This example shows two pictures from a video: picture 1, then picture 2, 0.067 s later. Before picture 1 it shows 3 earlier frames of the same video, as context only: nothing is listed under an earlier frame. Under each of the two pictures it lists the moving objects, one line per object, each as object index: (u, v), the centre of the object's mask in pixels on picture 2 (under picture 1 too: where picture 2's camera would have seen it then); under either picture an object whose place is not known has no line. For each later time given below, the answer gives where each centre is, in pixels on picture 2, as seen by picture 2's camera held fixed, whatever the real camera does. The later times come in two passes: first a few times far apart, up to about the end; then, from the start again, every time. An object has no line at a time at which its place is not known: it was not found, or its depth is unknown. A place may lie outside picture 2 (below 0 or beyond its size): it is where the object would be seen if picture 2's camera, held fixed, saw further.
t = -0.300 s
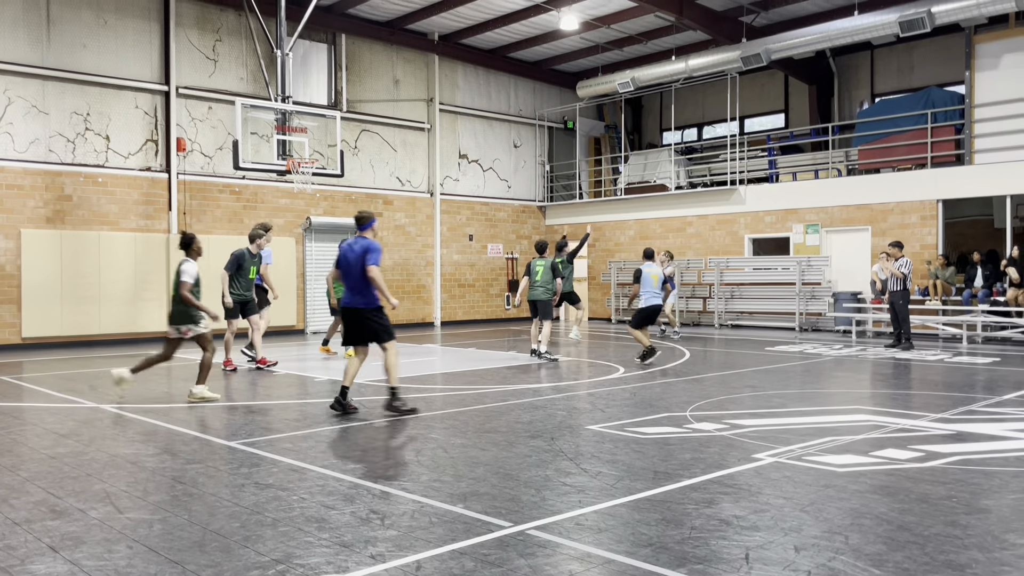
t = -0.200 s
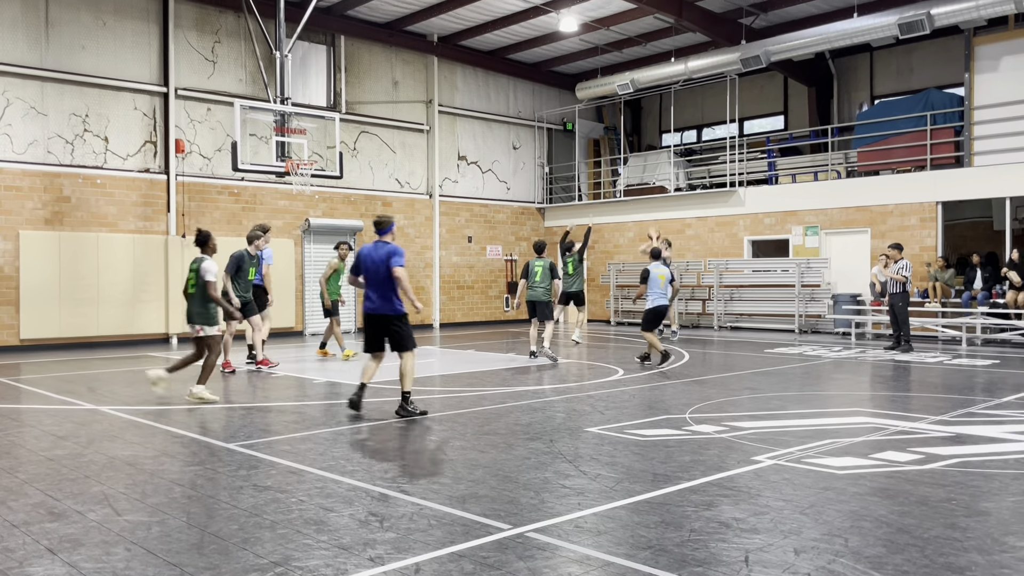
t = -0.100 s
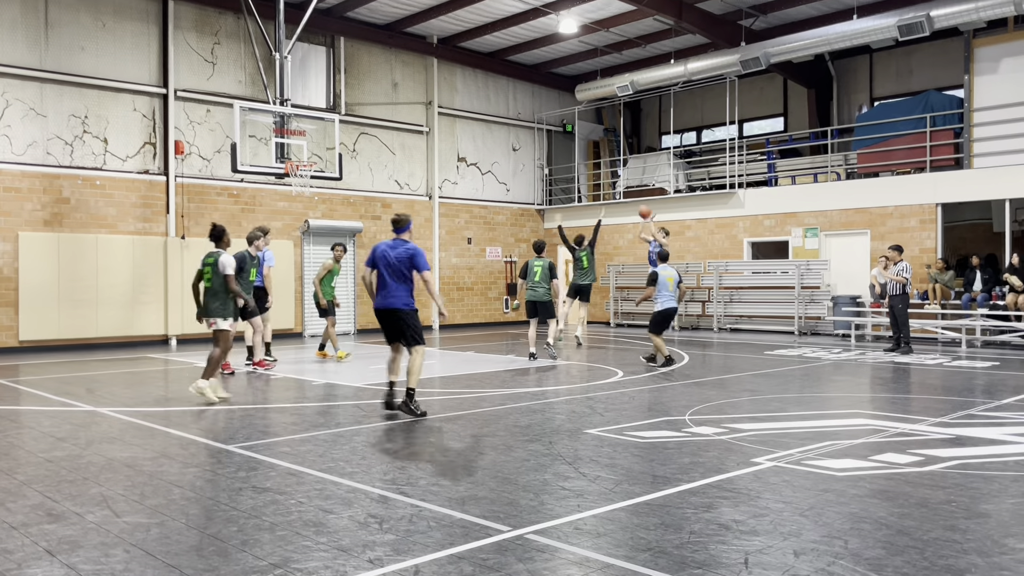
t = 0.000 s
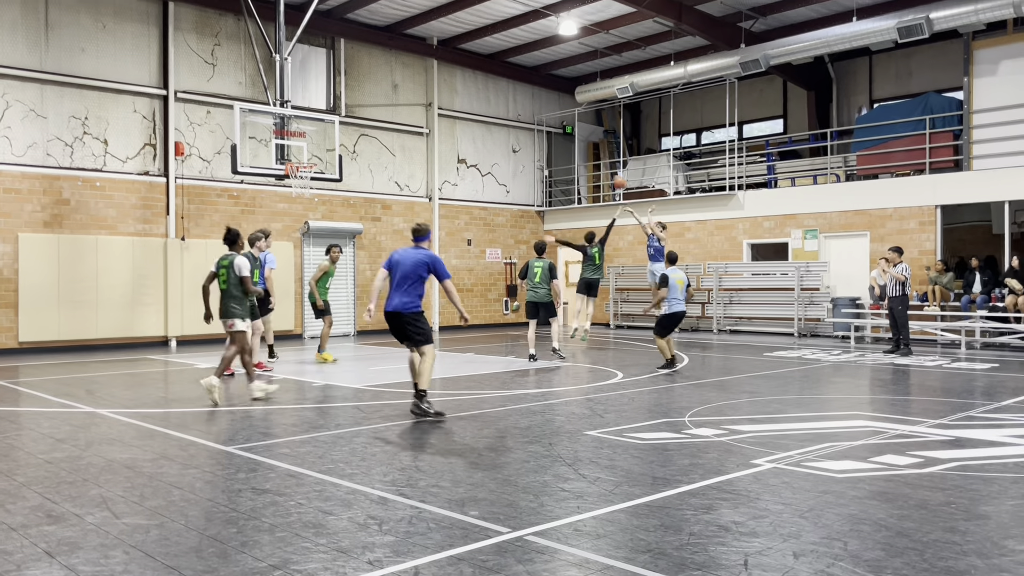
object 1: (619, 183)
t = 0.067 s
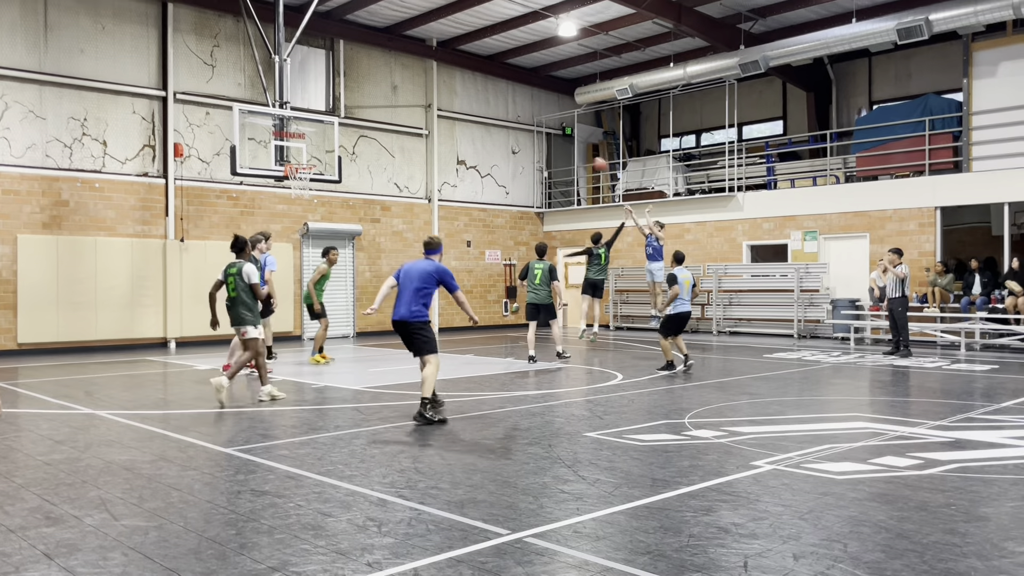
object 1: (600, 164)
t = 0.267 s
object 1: (542, 121)
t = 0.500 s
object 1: (471, 96)
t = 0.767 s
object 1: (388, 103)
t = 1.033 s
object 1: (302, 154)
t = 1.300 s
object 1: (319, 125)
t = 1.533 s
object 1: (351, 116)
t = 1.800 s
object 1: (389, 155)
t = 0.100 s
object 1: (590, 156)
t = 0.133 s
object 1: (581, 148)
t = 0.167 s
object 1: (570, 140)
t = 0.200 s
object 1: (562, 133)
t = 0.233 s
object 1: (552, 126)
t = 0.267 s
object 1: (542, 121)
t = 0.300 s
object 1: (532, 116)
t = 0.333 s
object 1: (522, 111)
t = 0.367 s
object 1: (512, 107)
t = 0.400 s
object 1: (502, 103)
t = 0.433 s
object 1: (492, 99)
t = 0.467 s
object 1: (482, 98)
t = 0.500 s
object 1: (471, 96)
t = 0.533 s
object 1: (460, 94)
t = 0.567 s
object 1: (450, 93)
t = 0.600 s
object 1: (440, 94)
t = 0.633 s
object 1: (430, 94)
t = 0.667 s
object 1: (420, 95)
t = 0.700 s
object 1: (409, 97)
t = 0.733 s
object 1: (399, 100)
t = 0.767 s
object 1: (388, 103)
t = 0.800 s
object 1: (378, 107)
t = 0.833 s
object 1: (367, 111)
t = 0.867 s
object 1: (356, 116)
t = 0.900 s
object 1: (346, 122)
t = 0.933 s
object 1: (336, 128)
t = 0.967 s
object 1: (325, 136)
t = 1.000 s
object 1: (314, 144)
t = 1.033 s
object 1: (302, 154)
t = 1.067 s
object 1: (292, 163)
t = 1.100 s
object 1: (295, 155)
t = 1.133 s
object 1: (299, 149)
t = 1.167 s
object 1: (304, 141)
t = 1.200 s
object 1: (307, 137)
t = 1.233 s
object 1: (312, 131)
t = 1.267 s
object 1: (316, 127)
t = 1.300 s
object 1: (319, 125)
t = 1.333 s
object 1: (324, 120)
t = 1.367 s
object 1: (329, 118)
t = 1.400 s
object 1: (333, 116)
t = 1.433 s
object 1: (338, 115)
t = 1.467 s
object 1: (342, 115)
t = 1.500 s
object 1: (346, 115)
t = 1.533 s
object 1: (351, 116)
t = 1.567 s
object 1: (356, 118)
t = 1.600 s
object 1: (360, 121)
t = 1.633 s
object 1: (365, 125)
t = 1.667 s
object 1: (370, 129)
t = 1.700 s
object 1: (375, 134)
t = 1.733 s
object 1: (379, 140)
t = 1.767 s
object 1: (384, 147)
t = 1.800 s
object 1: (389, 155)
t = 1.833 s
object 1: (394, 164)
